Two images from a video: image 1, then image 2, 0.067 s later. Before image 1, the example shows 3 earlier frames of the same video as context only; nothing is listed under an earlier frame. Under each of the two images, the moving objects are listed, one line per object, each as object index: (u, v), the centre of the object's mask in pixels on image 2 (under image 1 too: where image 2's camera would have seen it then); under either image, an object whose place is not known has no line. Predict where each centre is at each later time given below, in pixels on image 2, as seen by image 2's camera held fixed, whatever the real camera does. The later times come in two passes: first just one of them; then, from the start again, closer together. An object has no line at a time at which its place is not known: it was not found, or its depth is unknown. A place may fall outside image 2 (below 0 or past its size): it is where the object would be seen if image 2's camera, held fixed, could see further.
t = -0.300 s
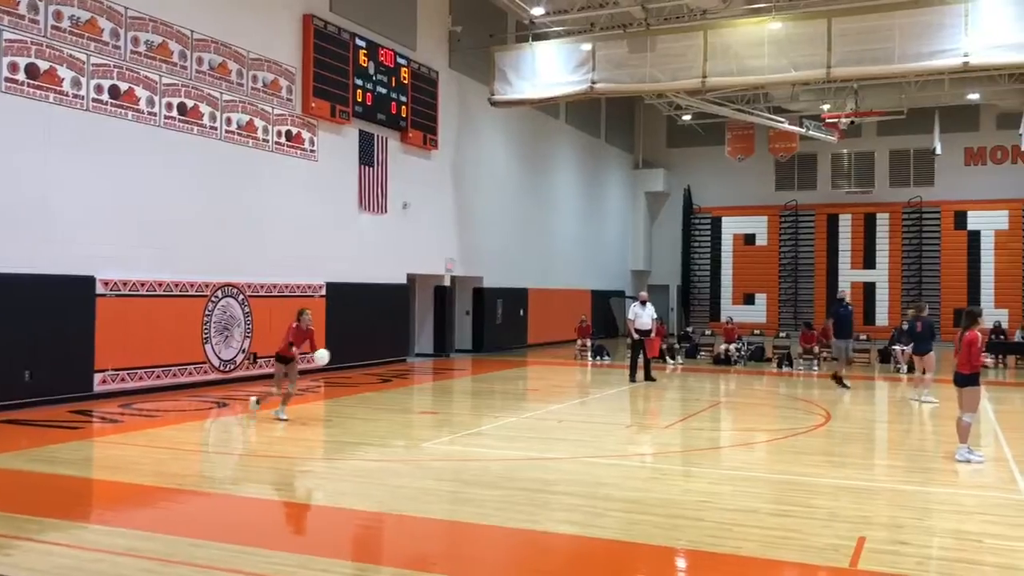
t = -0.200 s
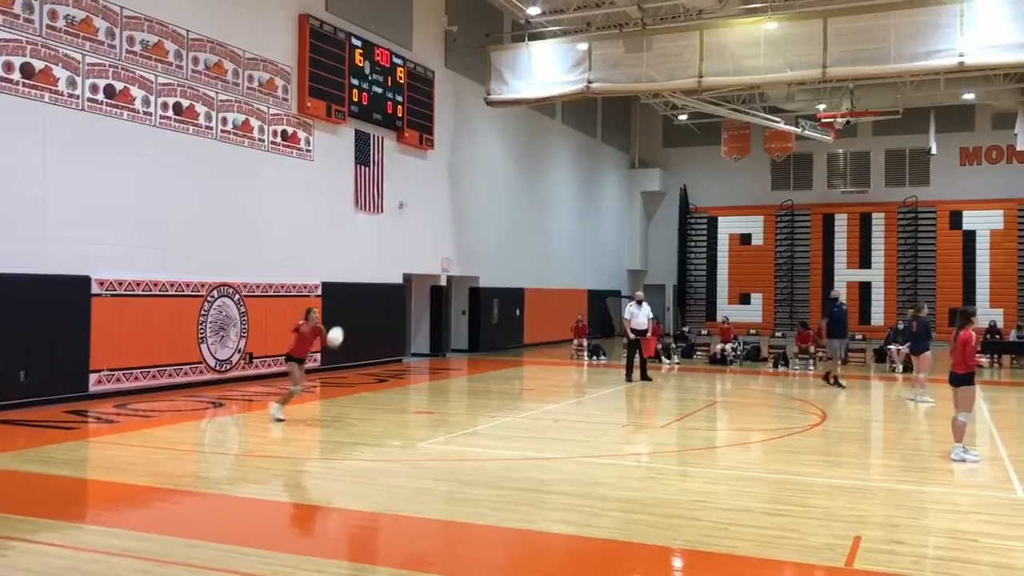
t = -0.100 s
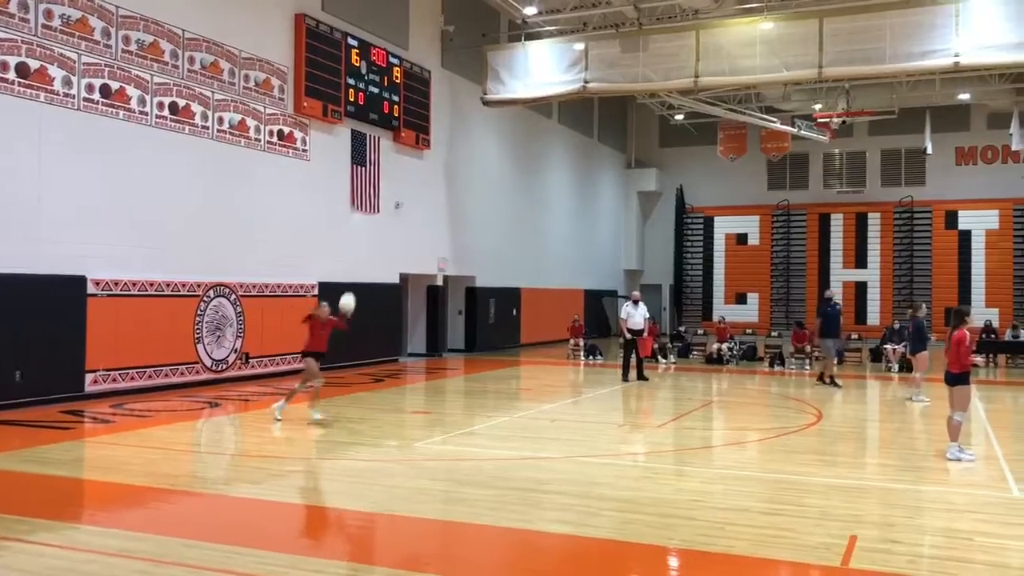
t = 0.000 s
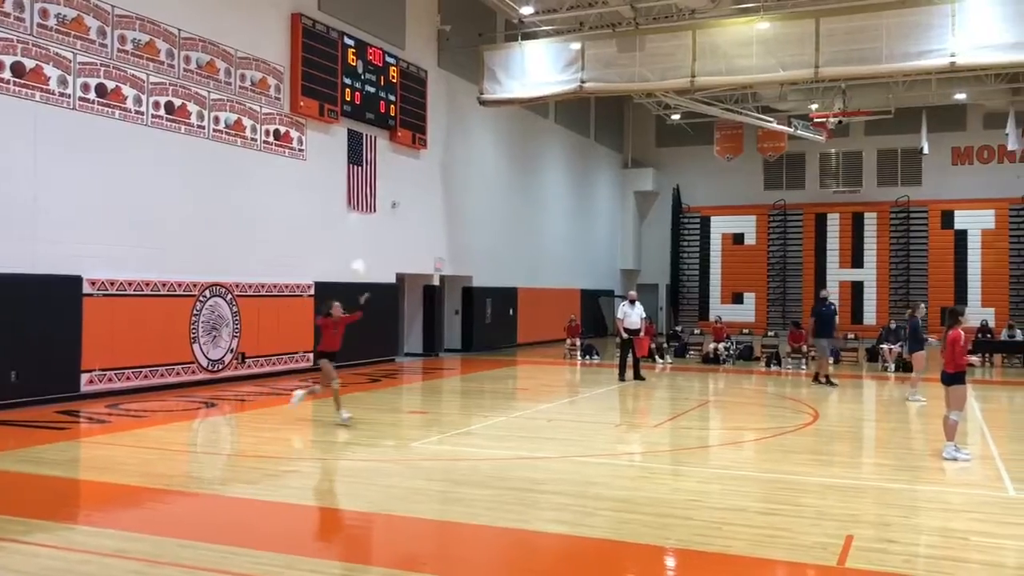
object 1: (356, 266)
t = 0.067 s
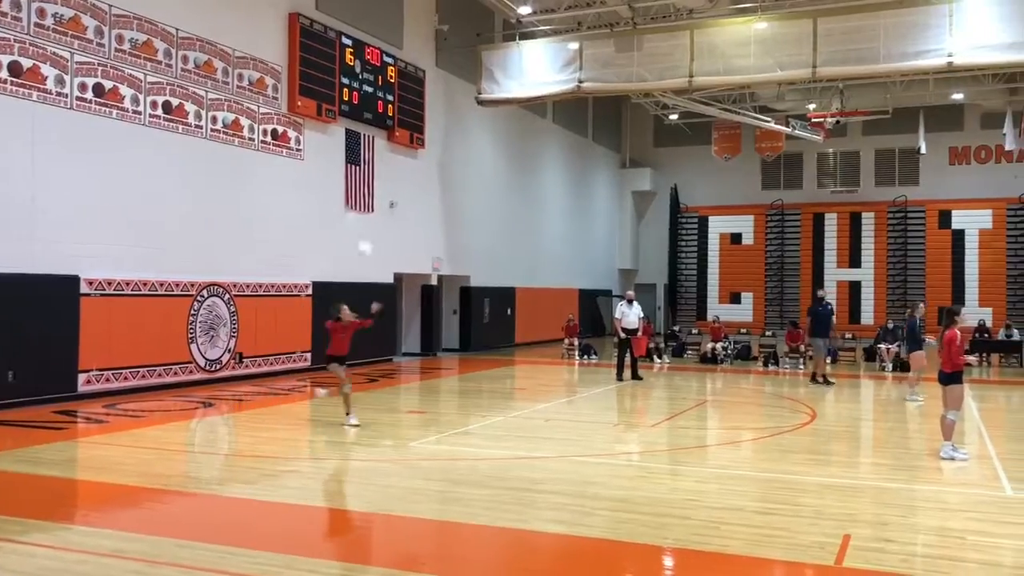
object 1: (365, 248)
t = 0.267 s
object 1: (391, 216)
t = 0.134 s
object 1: (374, 234)
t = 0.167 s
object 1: (377, 228)
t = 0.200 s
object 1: (381, 224)
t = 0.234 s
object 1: (386, 219)
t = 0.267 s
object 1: (391, 216)
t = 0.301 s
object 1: (395, 214)
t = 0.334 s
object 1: (399, 212)
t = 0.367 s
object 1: (404, 211)
